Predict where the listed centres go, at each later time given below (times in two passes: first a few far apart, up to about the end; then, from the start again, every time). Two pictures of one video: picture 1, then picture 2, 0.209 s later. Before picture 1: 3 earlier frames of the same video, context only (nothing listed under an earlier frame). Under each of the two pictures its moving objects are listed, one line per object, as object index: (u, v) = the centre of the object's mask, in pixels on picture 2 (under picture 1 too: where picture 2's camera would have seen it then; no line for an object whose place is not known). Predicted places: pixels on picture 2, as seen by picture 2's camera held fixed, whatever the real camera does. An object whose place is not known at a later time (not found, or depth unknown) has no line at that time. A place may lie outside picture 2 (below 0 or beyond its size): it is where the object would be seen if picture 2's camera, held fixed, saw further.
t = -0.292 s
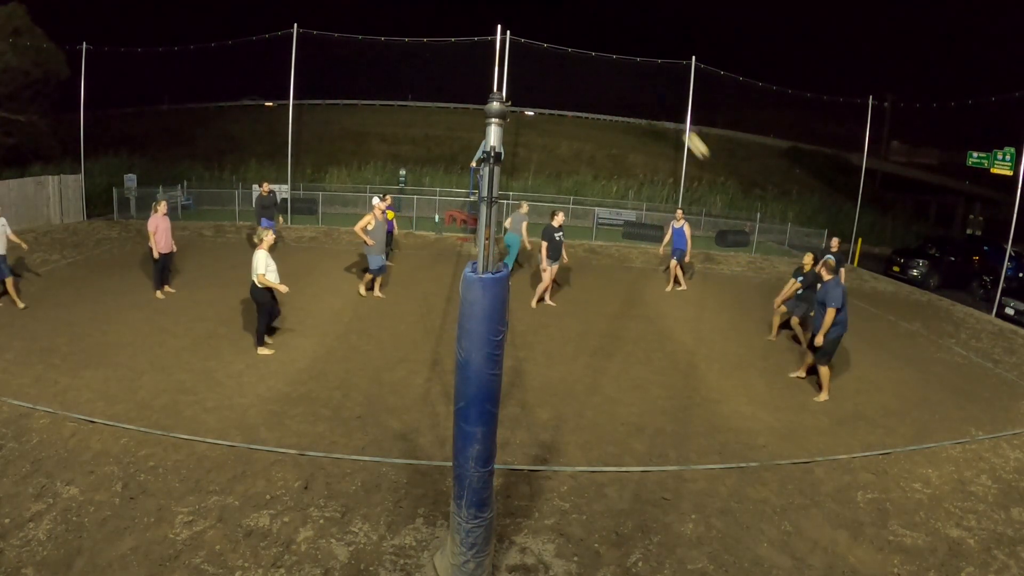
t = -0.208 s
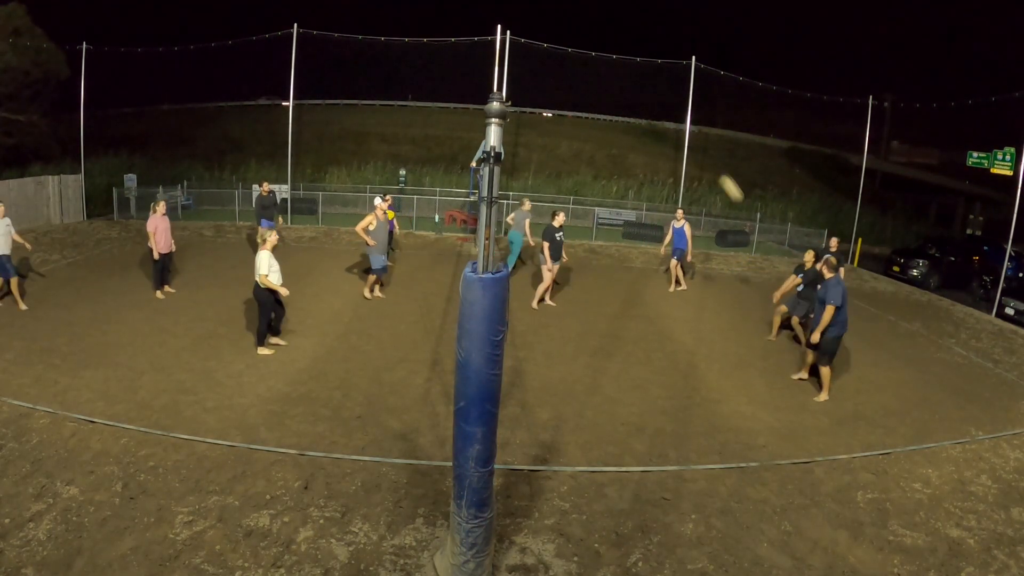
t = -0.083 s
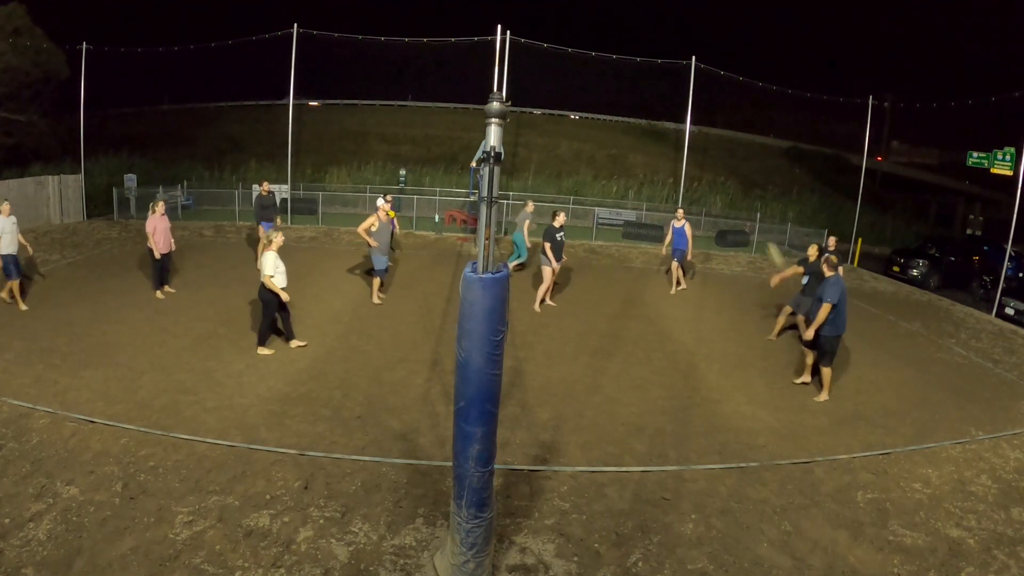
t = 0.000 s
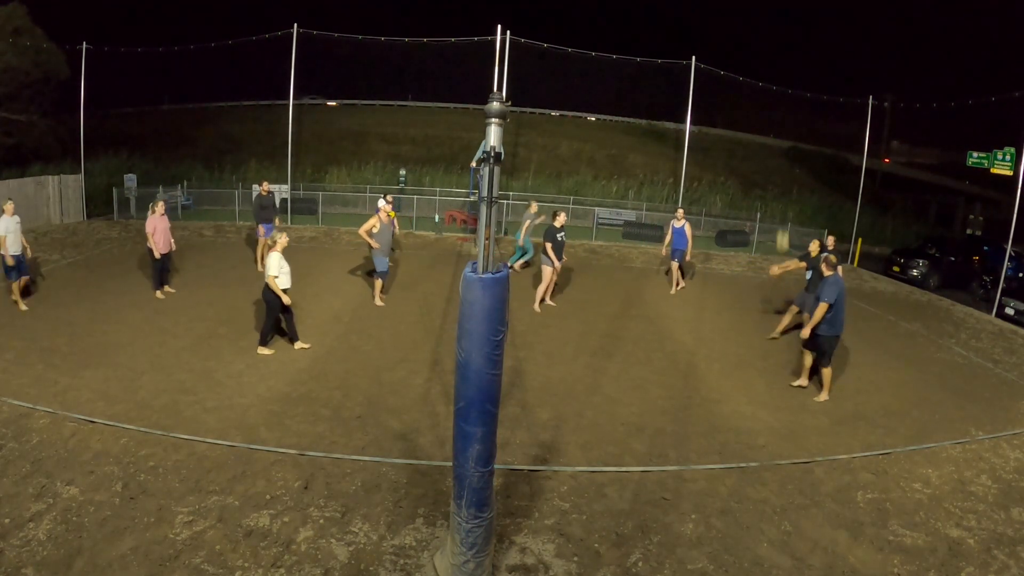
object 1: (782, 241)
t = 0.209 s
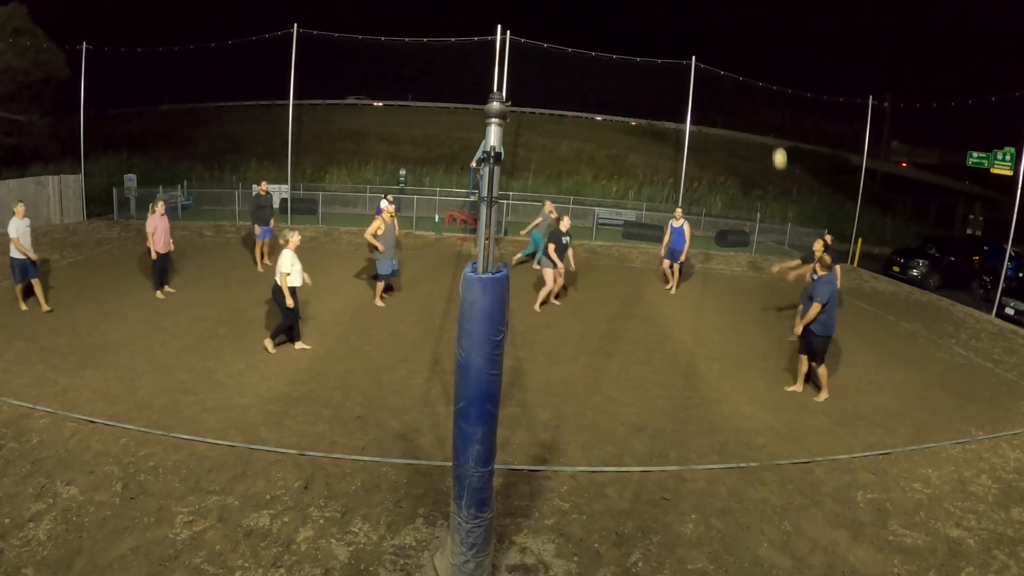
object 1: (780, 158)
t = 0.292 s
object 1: (777, 132)
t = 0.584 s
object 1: (762, 73)
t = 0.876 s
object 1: (741, 72)
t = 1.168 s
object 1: (712, 141)
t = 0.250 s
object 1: (778, 144)
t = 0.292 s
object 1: (777, 132)
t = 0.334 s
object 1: (775, 120)
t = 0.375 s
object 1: (774, 110)
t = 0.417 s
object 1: (772, 100)
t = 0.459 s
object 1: (769, 92)
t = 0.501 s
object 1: (767, 84)
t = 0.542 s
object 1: (765, 78)
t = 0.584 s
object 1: (762, 73)
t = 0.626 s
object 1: (760, 69)
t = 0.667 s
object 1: (757, 66)
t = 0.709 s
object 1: (754, 65)
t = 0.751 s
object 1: (751, 65)
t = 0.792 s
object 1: (748, 66)
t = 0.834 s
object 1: (745, 68)
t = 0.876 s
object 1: (741, 72)
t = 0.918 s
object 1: (738, 77)
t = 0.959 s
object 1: (734, 83)
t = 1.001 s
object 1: (730, 91)
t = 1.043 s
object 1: (726, 101)
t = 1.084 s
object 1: (722, 113)
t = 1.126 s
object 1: (717, 126)
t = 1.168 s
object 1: (712, 141)
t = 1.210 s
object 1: (707, 157)
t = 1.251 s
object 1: (702, 175)
